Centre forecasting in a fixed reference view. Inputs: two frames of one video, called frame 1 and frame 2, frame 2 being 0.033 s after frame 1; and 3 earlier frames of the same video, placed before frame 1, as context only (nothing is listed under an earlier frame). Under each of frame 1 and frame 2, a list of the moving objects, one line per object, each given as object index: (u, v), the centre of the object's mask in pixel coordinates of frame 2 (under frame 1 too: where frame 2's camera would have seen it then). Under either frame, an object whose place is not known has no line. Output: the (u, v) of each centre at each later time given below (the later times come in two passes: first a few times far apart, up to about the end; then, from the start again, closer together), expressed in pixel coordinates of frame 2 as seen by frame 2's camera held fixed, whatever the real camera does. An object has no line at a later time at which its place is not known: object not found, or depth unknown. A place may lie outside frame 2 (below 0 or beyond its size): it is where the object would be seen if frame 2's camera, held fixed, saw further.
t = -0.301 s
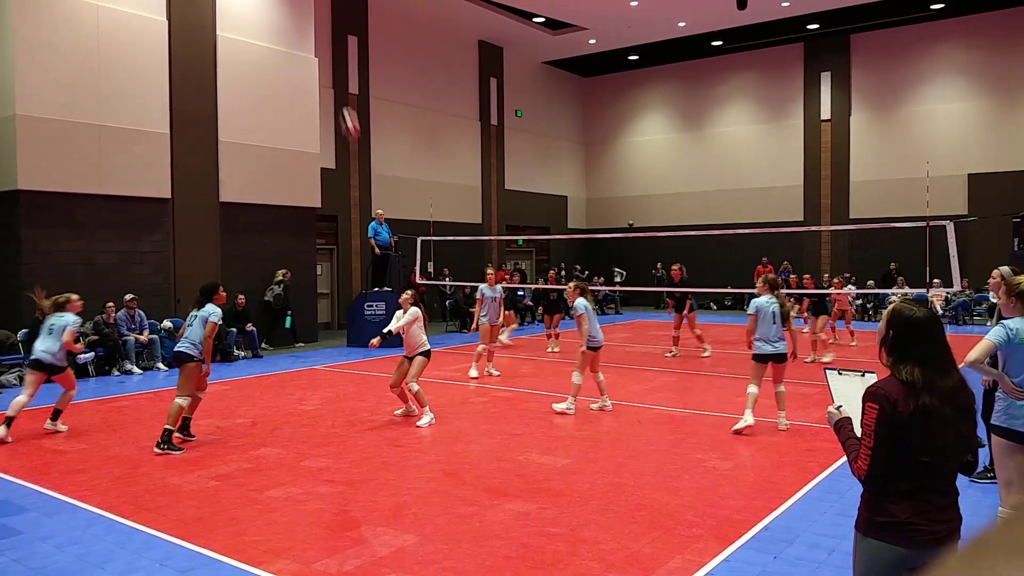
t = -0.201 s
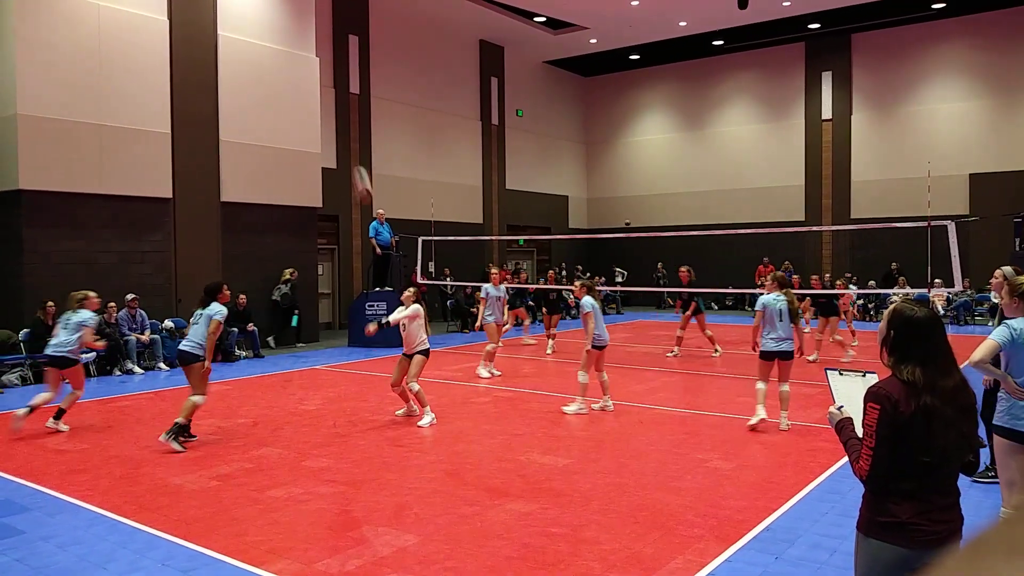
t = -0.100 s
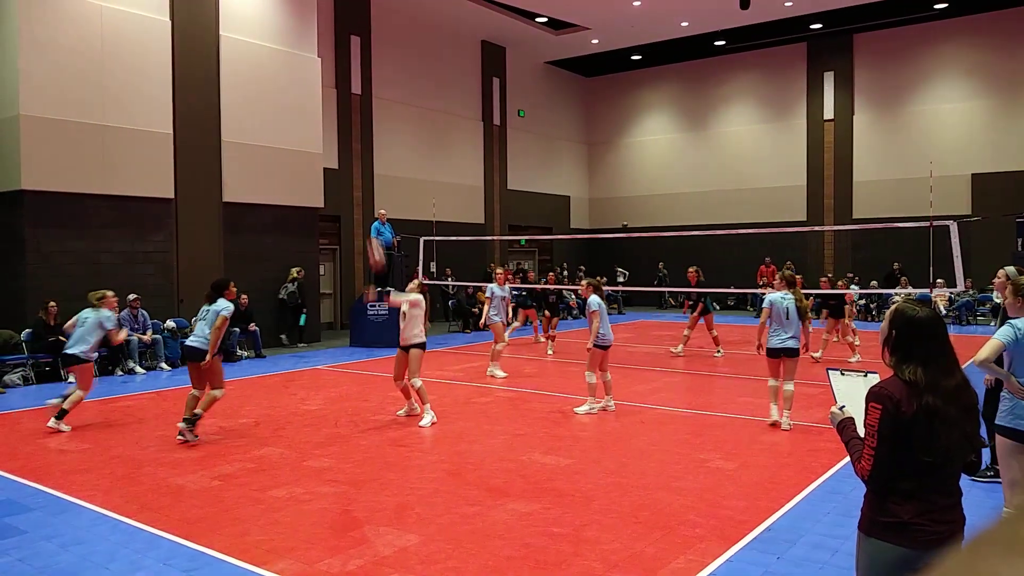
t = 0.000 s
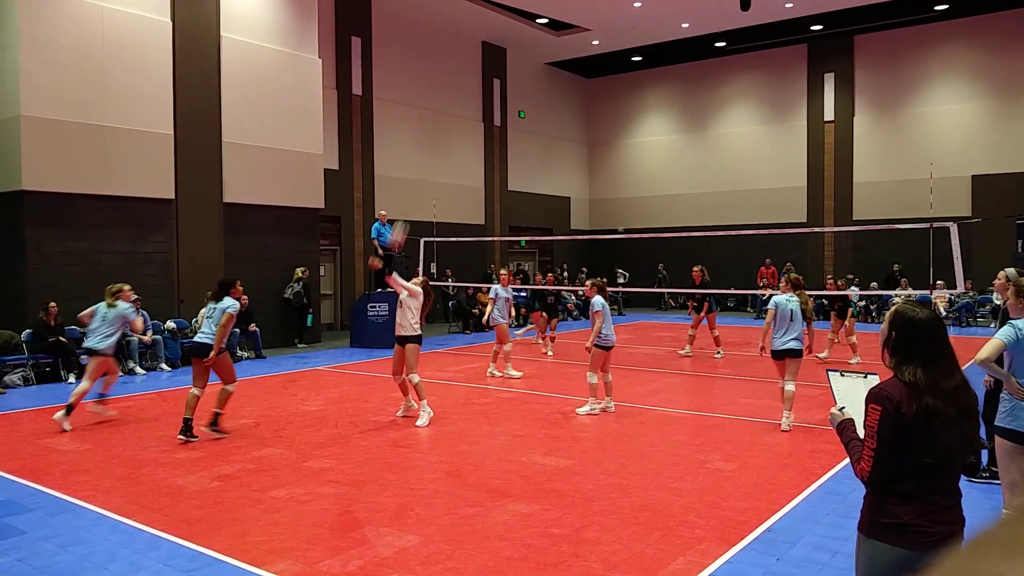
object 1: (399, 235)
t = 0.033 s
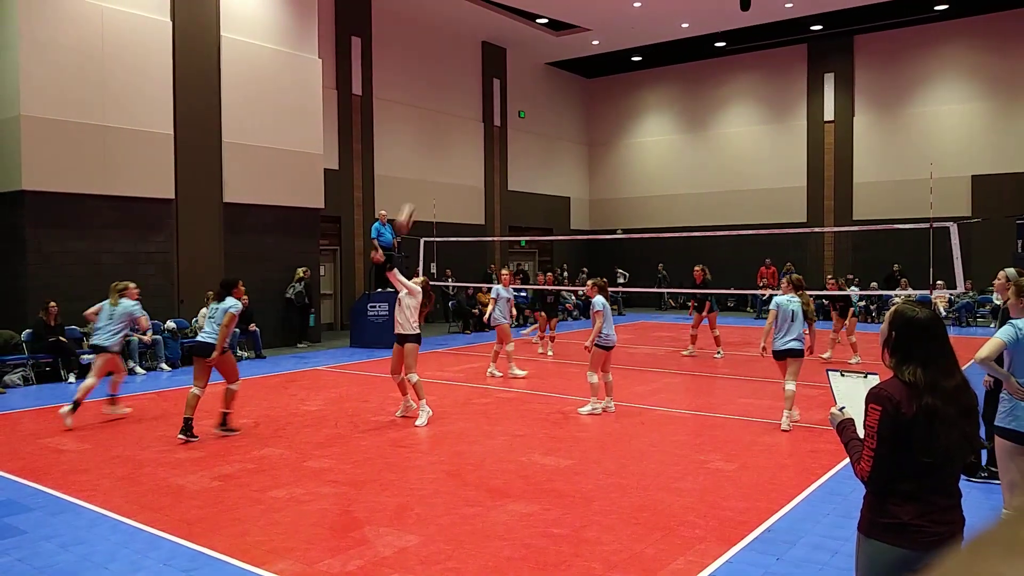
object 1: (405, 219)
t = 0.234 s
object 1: (446, 138)
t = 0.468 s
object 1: (485, 101)
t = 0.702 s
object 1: (518, 103)
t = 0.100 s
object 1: (421, 185)
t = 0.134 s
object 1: (427, 172)
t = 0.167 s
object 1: (434, 158)
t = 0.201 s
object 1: (440, 147)
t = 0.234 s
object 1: (446, 138)
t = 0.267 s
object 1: (452, 129)
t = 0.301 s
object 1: (459, 122)
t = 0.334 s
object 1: (464, 116)
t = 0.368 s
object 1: (469, 110)
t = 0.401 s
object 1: (475, 105)
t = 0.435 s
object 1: (480, 103)
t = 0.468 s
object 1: (485, 101)
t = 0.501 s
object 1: (489, 99)
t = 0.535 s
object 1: (495, 98)
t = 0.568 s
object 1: (500, 97)
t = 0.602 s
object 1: (504, 98)
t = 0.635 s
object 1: (508, 99)
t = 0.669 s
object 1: (513, 101)
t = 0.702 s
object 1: (518, 103)
